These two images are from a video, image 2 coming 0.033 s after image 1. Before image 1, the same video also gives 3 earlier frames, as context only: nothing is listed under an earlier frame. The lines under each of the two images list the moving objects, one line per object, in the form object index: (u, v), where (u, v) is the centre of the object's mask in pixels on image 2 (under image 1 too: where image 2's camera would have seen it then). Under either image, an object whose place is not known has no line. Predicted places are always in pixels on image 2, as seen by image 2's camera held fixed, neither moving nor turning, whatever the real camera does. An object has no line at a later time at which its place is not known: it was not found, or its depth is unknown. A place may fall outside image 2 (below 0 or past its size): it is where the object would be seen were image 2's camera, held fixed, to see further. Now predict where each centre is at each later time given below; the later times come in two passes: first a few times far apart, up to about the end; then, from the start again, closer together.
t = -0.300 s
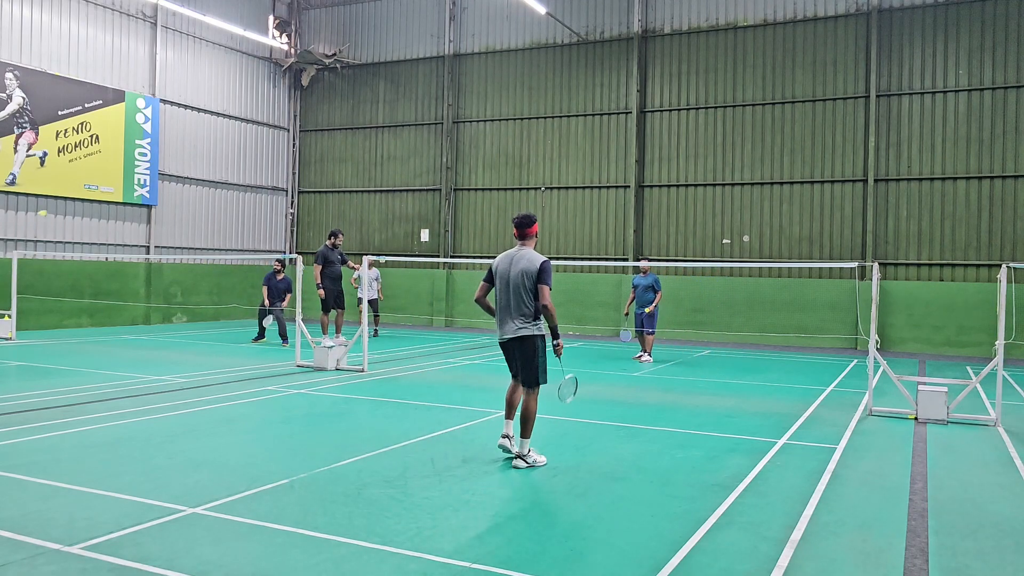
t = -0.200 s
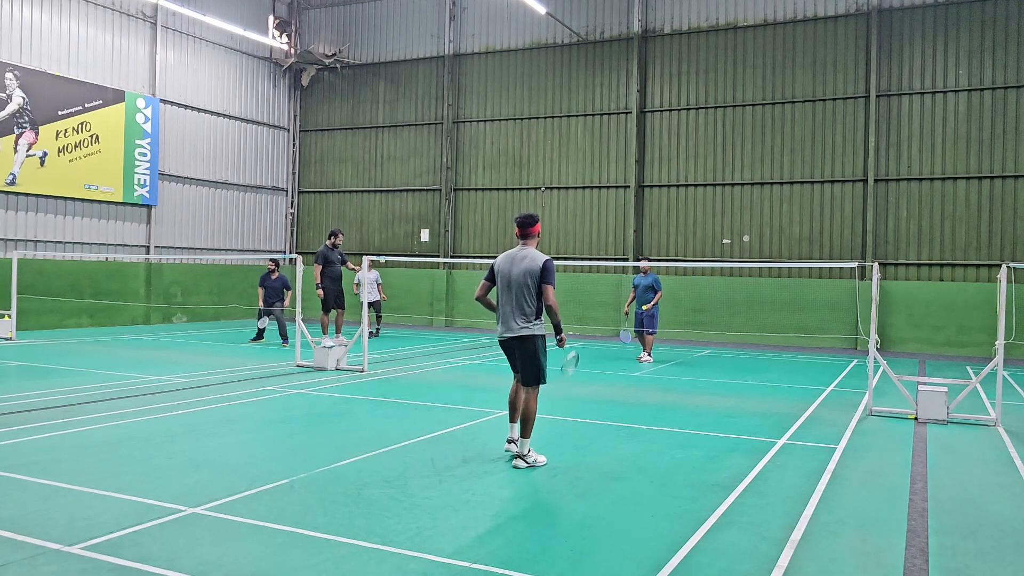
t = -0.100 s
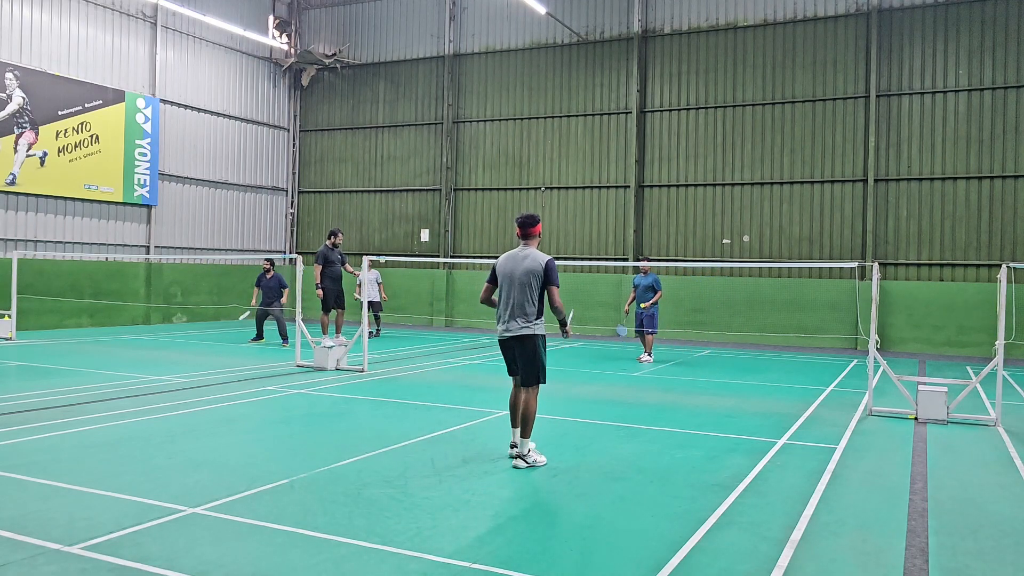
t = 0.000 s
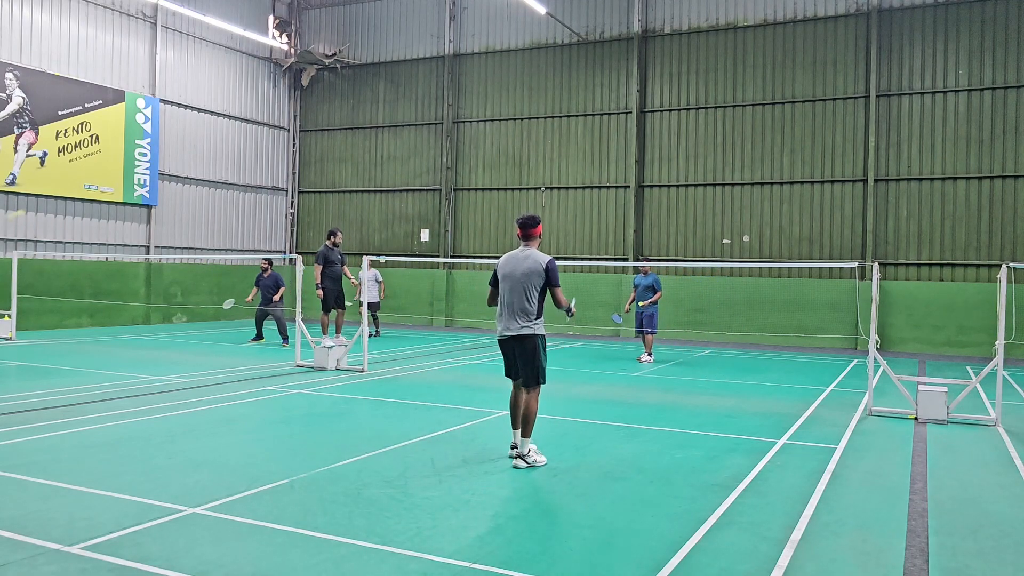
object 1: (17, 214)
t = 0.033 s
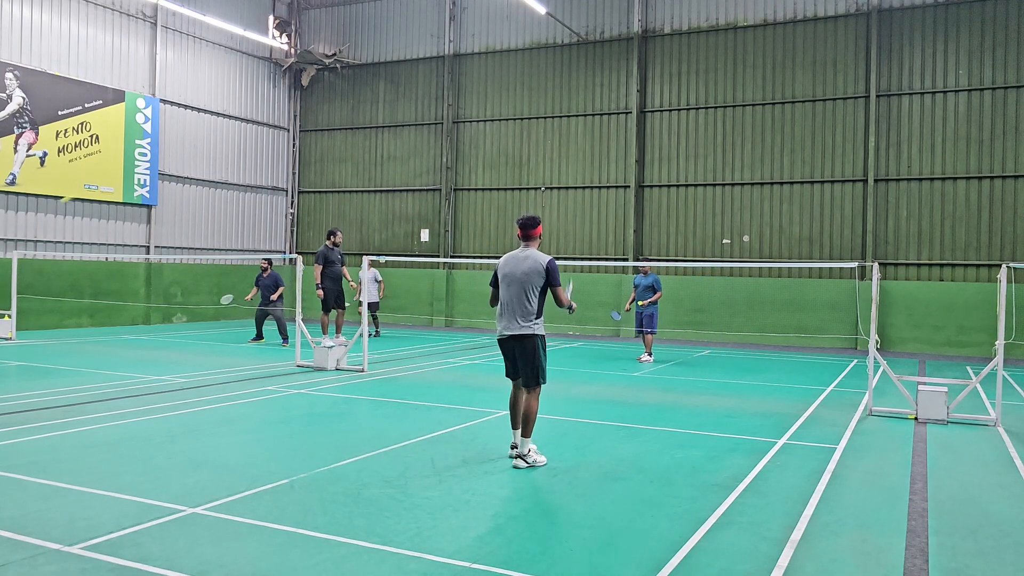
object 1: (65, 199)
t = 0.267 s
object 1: (246, 141)
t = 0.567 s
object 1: (339, 145)
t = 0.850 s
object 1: (388, 184)
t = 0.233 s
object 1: (230, 144)
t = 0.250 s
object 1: (238, 142)
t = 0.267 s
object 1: (246, 141)
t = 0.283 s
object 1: (253, 140)
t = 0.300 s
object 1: (260, 139)
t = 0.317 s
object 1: (267, 138)
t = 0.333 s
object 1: (273, 137)
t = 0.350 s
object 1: (279, 137)
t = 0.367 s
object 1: (285, 137)
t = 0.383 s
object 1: (291, 137)
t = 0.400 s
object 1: (297, 136)
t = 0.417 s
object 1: (302, 137)
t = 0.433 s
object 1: (306, 137)
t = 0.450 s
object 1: (311, 138)
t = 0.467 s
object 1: (315, 139)
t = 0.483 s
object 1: (319, 140)
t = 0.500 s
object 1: (323, 140)
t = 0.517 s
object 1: (328, 142)
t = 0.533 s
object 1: (332, 143)
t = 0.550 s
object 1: (335, 144)
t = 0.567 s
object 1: (339, 145)
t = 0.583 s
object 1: (342, 147)
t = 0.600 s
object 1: (346, 149)
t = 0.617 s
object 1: (349, 151)
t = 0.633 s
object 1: (353, 153)
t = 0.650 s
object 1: (356, 154)
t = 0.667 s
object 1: (360, 156)
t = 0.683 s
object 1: (362, 159)
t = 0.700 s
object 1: (365, 160)
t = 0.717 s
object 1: (367, 161)
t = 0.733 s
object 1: (371, 164)
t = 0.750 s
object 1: (373, 166)
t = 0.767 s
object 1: (375, 169)
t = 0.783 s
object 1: (378, 172)
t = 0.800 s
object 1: (382, 174)
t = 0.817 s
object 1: (383, 178)
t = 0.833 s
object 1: (386, 180)
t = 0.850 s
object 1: (388, 184)
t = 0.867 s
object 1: (389, 186)
